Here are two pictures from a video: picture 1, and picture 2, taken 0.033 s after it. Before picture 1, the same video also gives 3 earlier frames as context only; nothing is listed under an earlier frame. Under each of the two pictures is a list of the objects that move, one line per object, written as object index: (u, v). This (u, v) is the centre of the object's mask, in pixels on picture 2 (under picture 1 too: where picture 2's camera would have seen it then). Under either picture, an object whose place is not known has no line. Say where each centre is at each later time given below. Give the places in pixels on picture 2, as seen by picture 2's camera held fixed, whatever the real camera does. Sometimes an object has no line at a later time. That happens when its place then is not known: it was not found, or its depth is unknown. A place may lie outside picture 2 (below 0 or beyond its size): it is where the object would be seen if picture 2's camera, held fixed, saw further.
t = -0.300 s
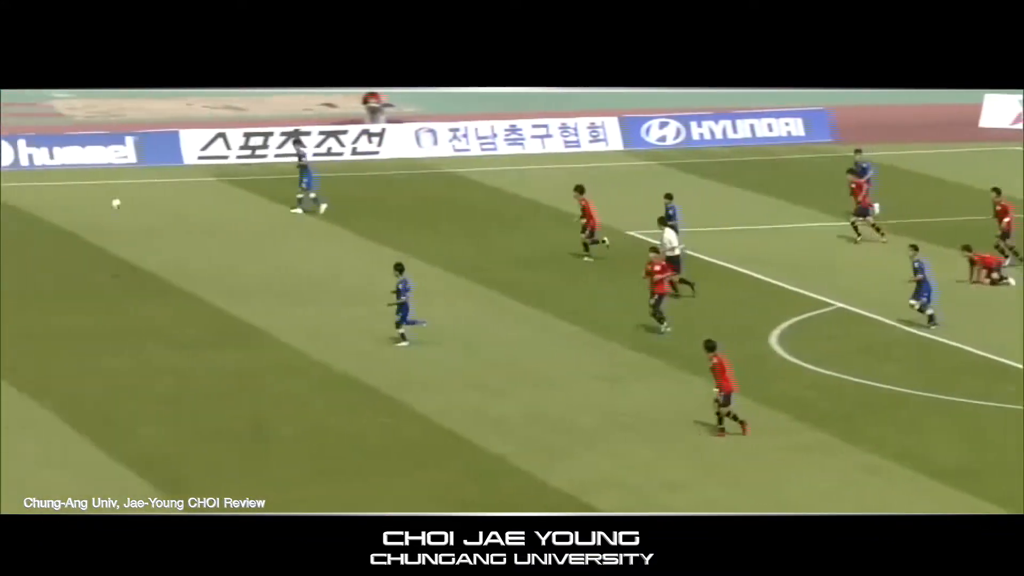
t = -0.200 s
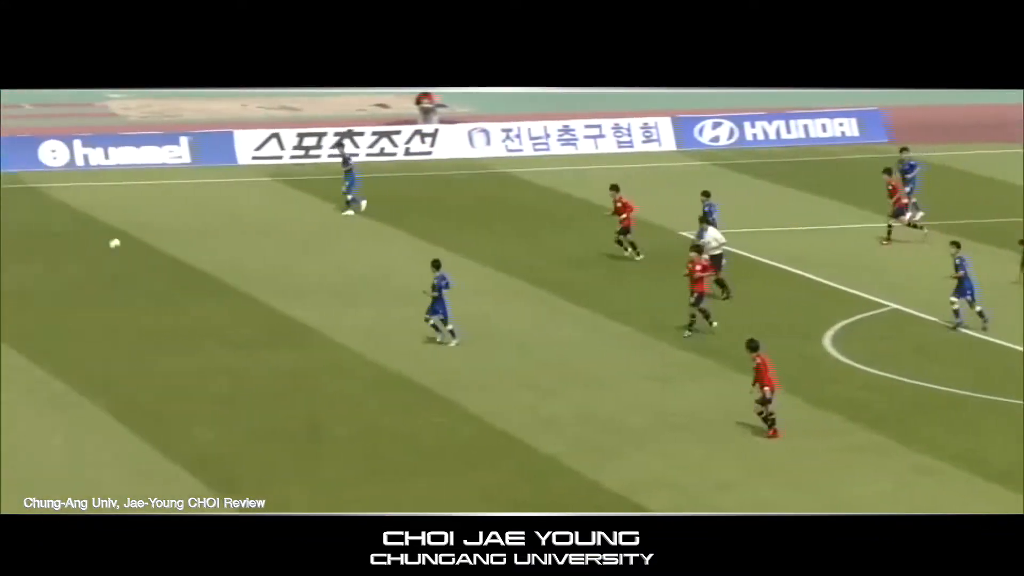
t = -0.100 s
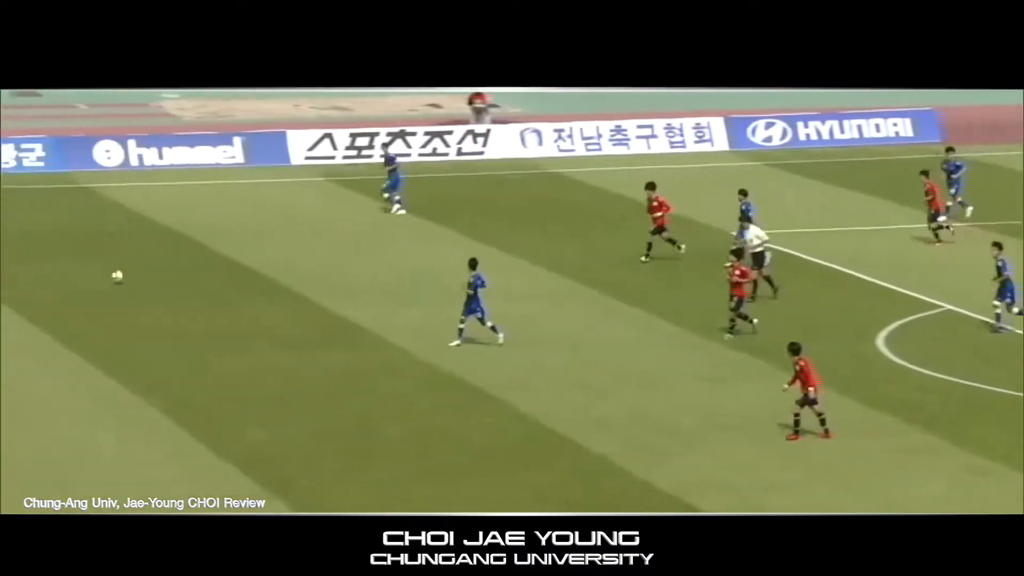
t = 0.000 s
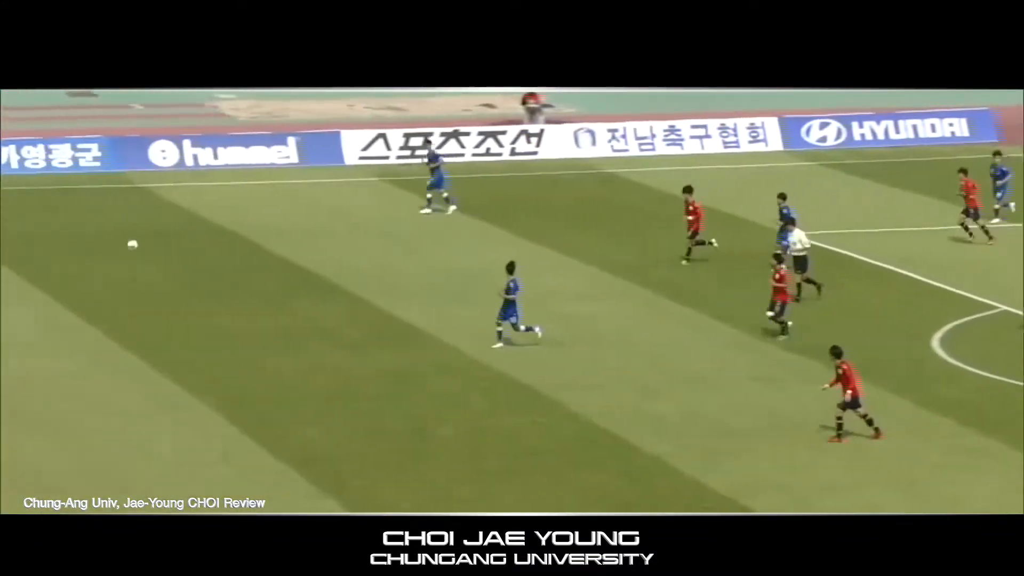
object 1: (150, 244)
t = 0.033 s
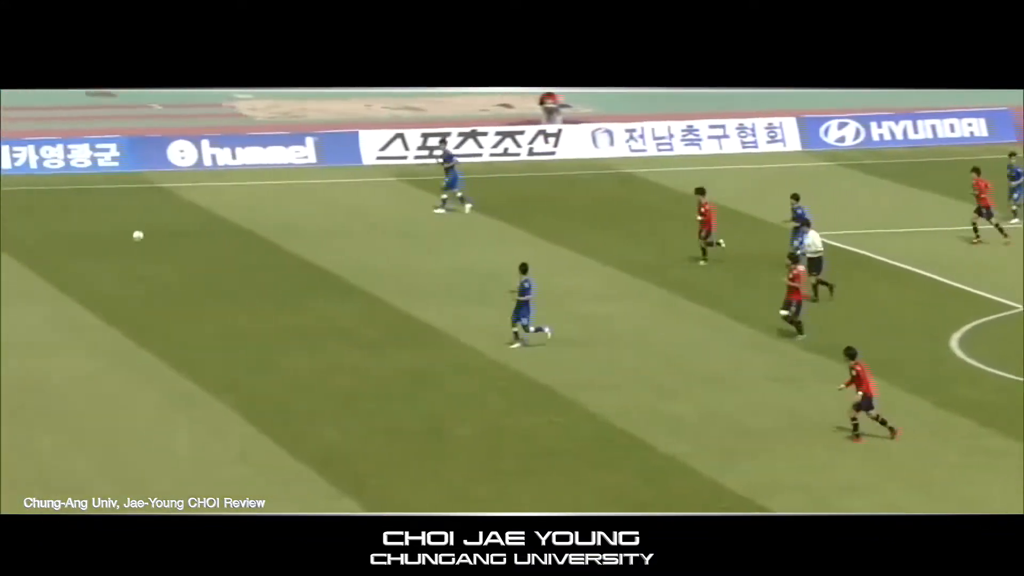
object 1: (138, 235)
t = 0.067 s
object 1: (125, 227)
